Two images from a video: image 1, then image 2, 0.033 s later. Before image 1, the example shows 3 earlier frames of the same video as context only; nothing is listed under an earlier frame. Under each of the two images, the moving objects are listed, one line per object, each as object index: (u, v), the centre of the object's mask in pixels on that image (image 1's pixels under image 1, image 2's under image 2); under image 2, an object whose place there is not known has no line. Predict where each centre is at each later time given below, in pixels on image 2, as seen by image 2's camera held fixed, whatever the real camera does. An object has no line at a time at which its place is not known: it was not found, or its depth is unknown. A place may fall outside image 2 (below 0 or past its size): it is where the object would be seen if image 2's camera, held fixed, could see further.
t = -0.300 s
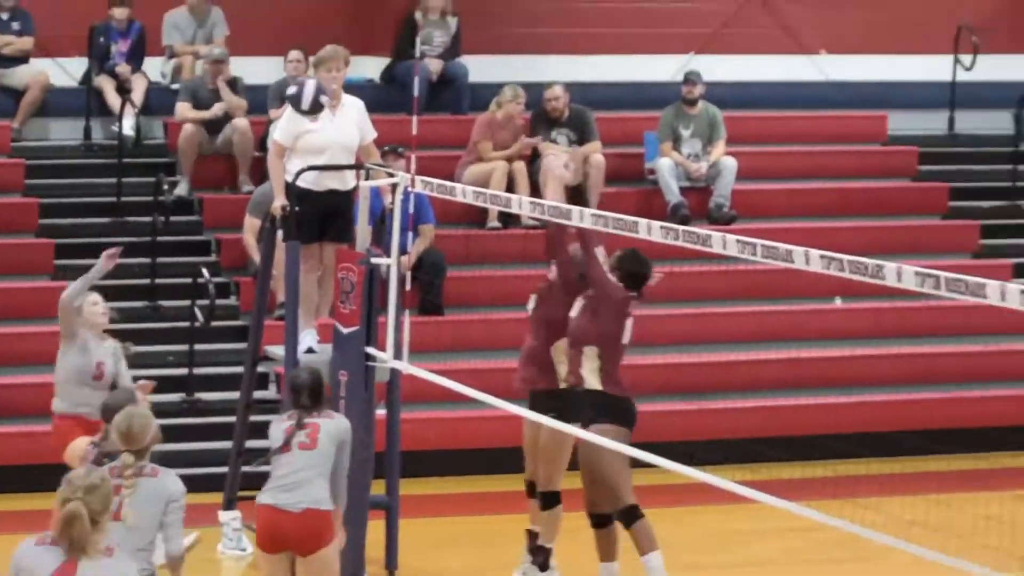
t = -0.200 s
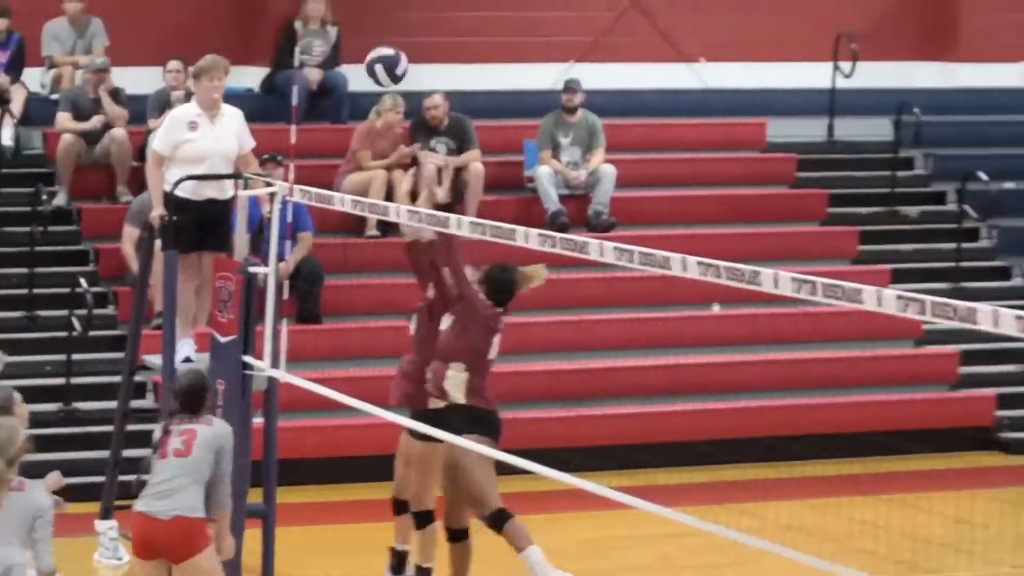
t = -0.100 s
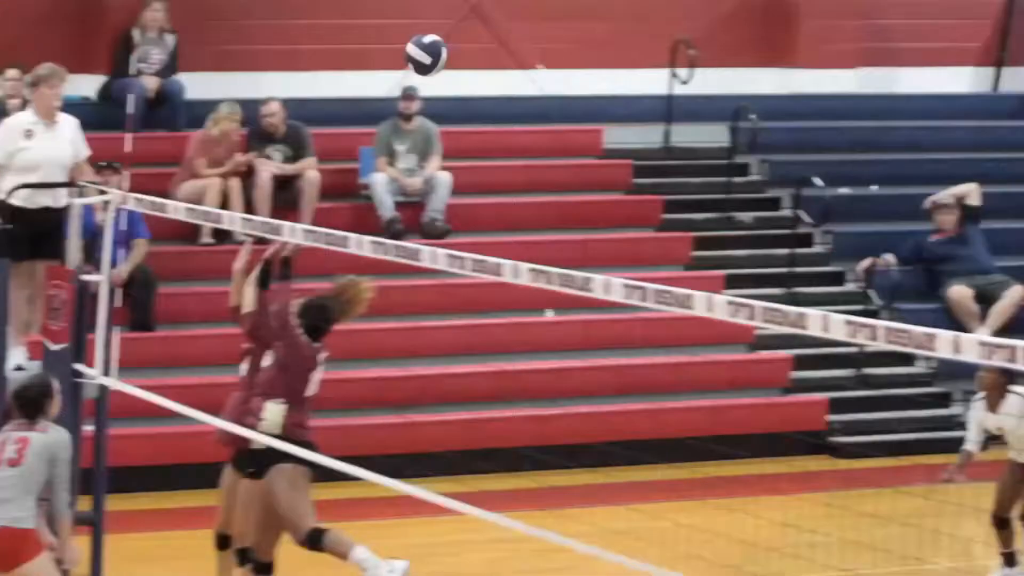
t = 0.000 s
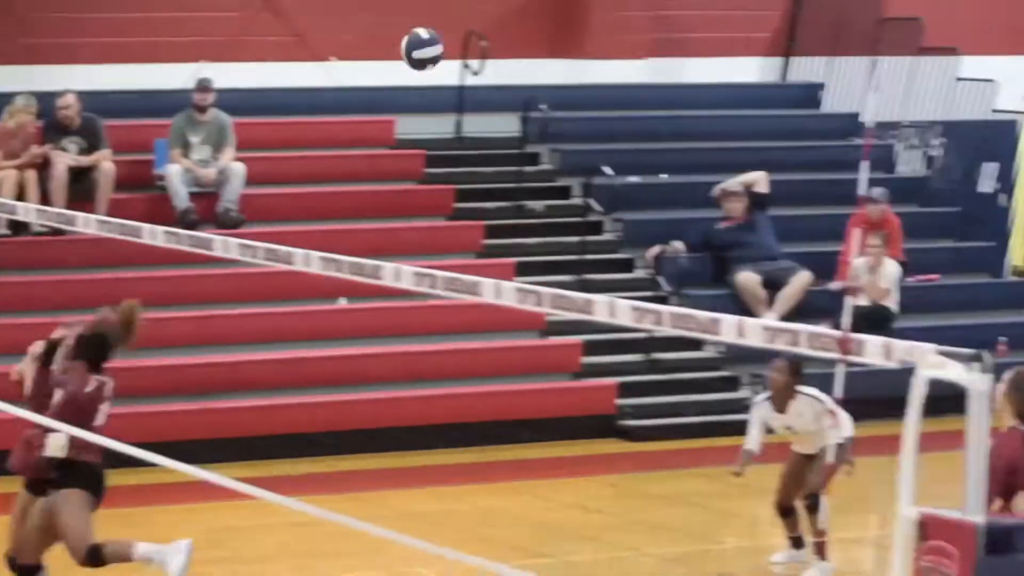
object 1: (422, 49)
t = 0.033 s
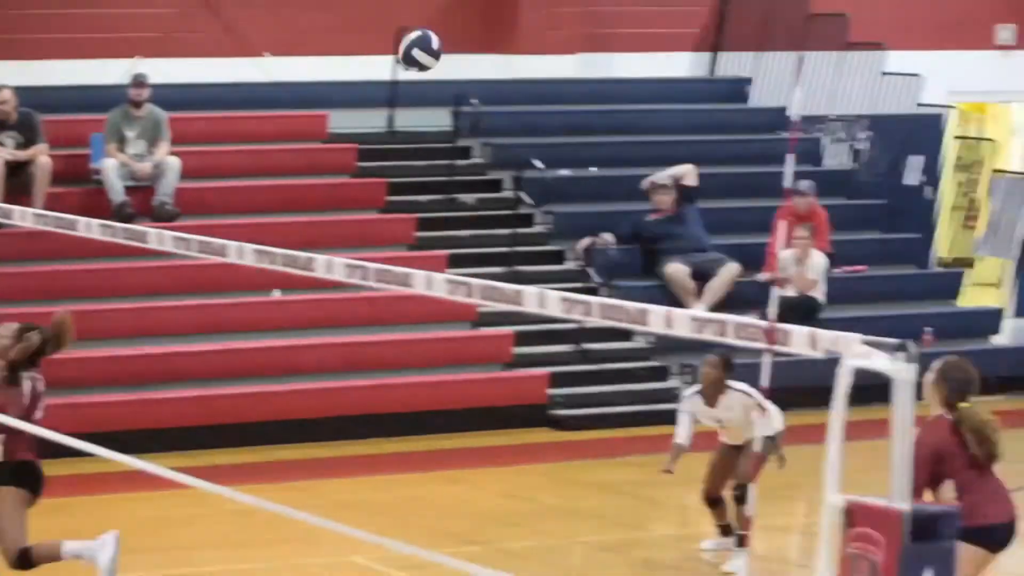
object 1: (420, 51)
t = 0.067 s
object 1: (485, 59)
